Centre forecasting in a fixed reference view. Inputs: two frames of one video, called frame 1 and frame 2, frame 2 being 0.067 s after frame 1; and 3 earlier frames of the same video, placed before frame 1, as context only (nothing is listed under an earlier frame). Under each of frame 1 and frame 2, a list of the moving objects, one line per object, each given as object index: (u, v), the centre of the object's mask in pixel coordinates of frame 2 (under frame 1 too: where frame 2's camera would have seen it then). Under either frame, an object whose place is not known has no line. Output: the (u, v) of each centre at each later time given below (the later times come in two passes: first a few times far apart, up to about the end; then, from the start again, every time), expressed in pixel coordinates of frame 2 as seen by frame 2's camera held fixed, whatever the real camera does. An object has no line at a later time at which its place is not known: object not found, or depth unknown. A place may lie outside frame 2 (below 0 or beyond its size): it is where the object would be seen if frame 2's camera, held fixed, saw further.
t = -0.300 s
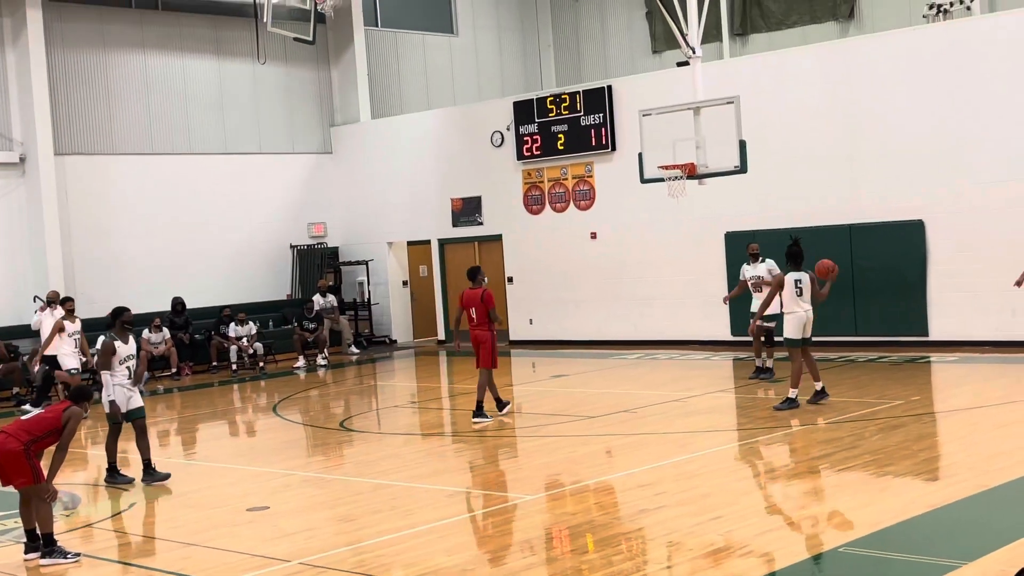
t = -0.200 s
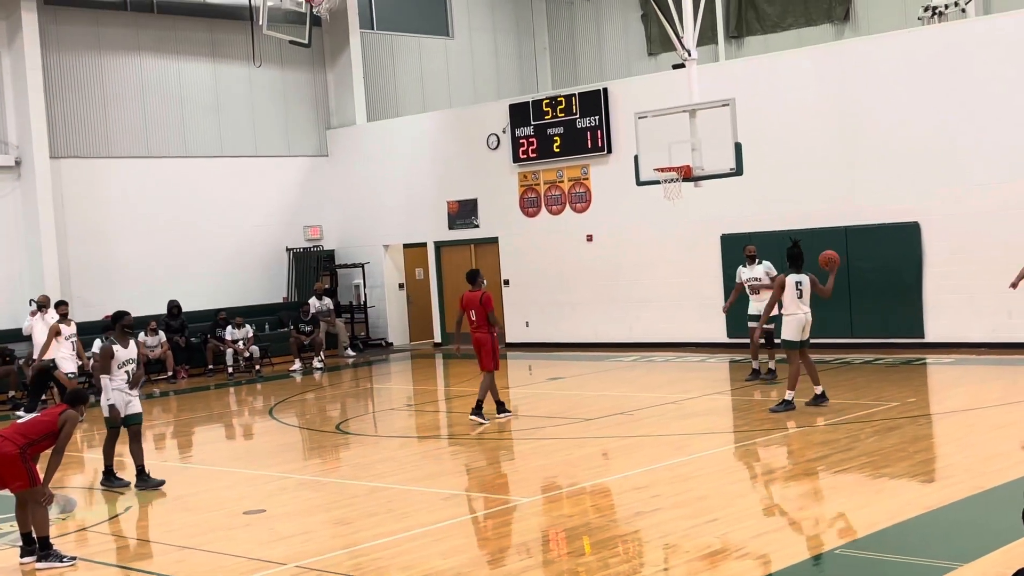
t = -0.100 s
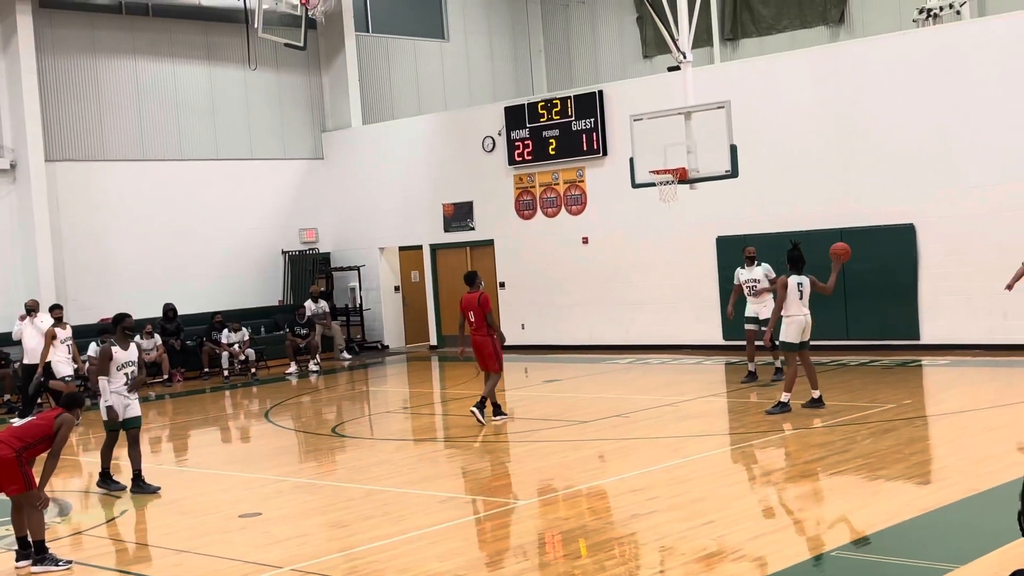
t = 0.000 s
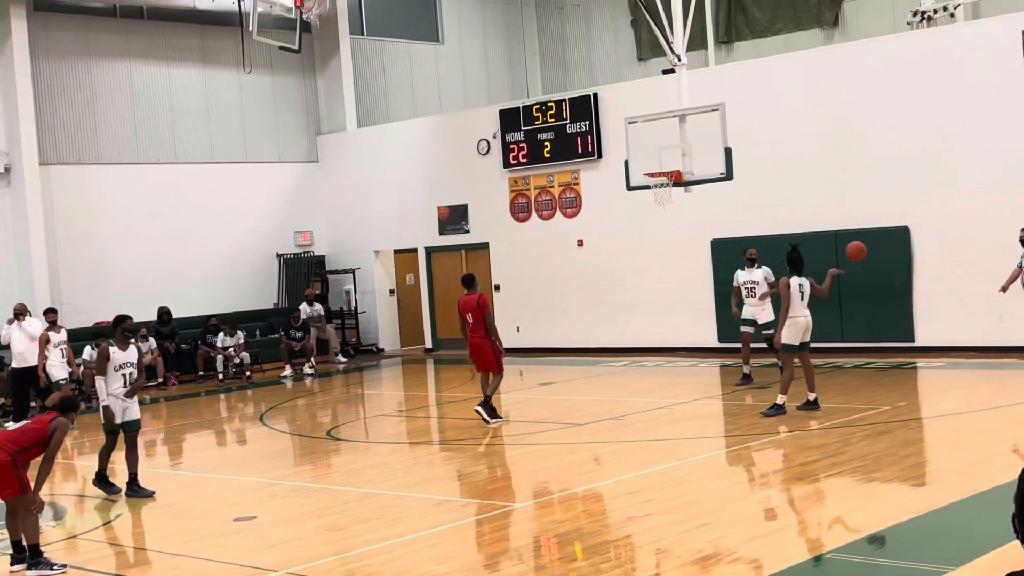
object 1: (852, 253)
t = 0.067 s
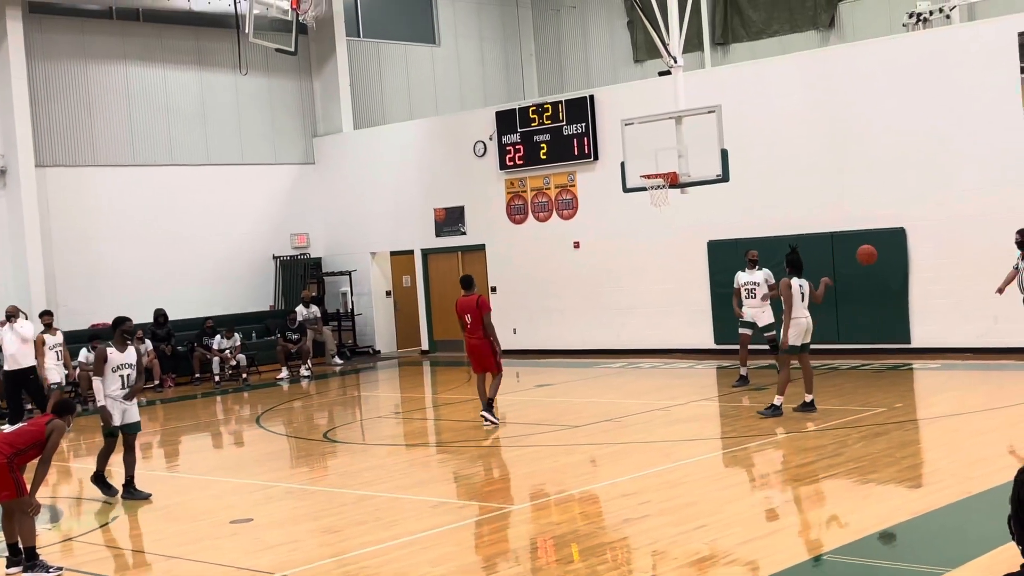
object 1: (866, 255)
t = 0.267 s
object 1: (910, 283)
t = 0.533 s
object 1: (969, 367)
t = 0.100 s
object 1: (874, 257)
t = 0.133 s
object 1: (881, 261)
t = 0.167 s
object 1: (888, 265)
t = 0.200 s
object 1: (895, 270)
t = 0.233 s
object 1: (902, 276)
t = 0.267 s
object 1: (910, 283)
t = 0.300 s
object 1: (917, 290)
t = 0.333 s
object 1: (924, 299)
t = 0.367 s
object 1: (932, 308)
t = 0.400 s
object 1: (939, 318)
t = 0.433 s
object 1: (946, 329)
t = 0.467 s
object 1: (954, 342)
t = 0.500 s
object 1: (962, 354)
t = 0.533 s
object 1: (969, 367)
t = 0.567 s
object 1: (976, 379)
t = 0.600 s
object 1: (978, 367)
